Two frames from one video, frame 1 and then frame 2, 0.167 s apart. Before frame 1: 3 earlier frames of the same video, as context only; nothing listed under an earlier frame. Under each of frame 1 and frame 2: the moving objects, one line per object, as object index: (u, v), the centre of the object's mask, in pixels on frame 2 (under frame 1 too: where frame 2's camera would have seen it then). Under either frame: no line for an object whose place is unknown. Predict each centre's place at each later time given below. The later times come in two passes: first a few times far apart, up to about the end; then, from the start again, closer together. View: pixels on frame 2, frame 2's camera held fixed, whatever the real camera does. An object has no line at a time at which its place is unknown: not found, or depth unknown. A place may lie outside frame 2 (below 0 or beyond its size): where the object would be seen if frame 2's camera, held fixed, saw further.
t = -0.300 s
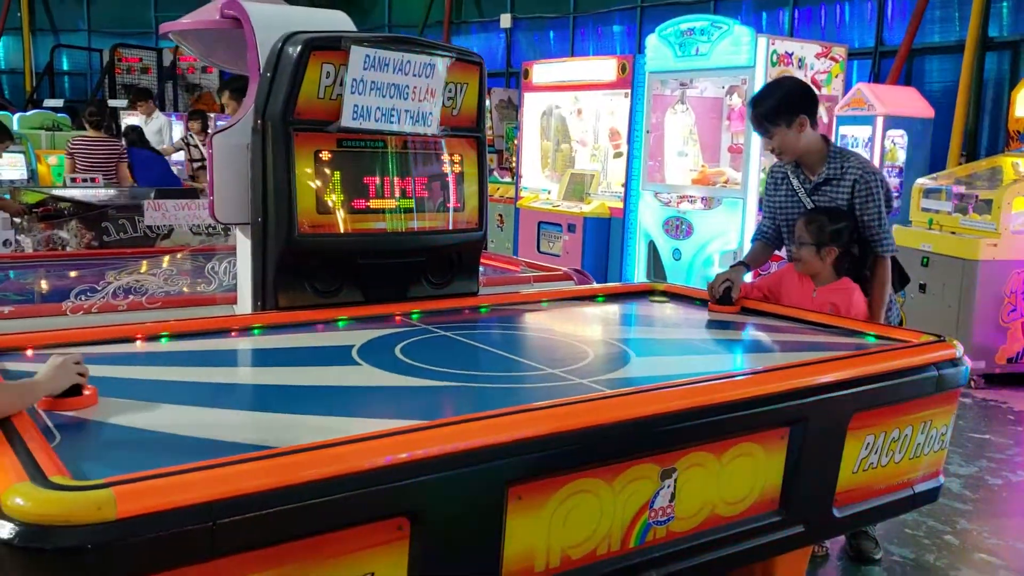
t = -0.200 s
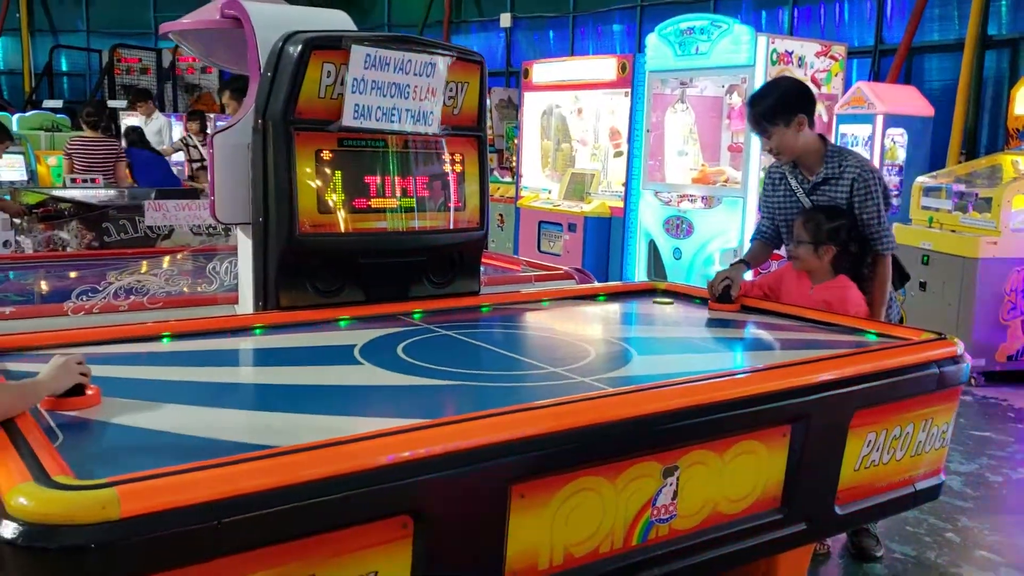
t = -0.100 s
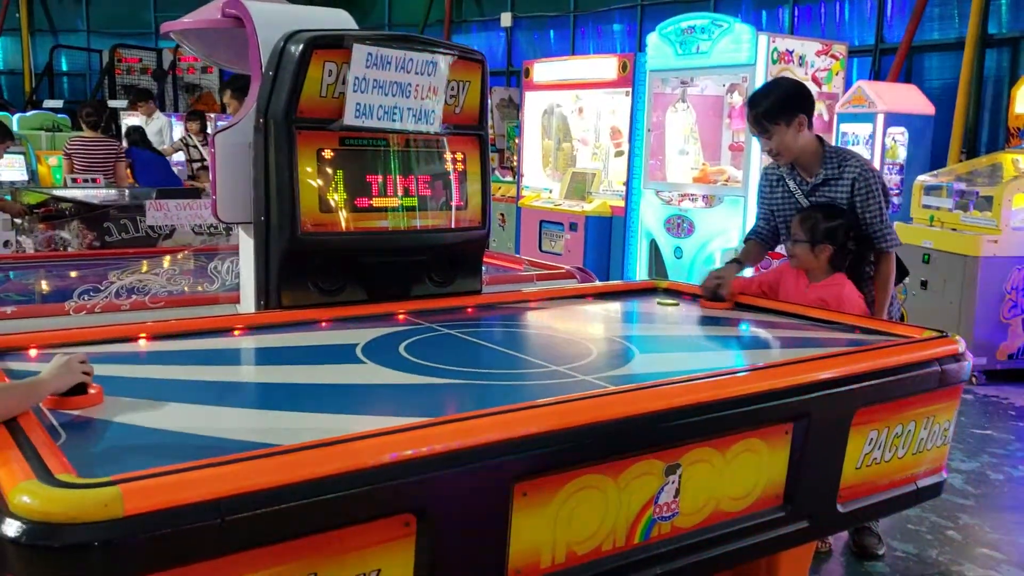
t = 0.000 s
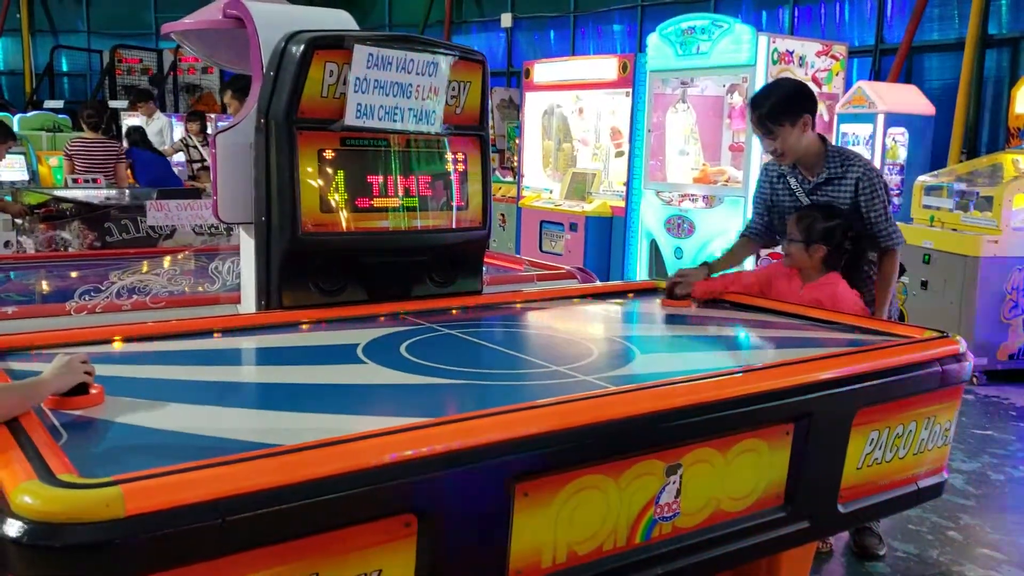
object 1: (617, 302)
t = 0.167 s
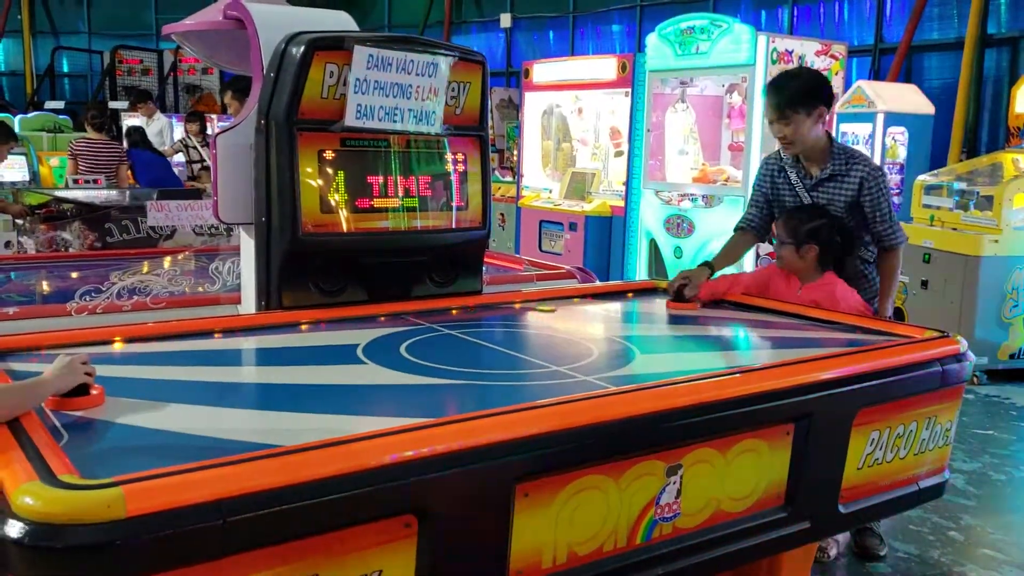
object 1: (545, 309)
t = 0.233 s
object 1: (531, 316)
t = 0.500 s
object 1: (458, 348)
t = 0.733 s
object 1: (370, 390)
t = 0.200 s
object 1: (538, 312)
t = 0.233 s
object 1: (531, 316)
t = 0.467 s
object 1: (469, 343)
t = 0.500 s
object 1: (458, 348)
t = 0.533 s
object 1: (447, 353)
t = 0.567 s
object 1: (437, 358)
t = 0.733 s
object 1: (370, 390)
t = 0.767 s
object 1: (355, 397)
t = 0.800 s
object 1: (337, 405)
